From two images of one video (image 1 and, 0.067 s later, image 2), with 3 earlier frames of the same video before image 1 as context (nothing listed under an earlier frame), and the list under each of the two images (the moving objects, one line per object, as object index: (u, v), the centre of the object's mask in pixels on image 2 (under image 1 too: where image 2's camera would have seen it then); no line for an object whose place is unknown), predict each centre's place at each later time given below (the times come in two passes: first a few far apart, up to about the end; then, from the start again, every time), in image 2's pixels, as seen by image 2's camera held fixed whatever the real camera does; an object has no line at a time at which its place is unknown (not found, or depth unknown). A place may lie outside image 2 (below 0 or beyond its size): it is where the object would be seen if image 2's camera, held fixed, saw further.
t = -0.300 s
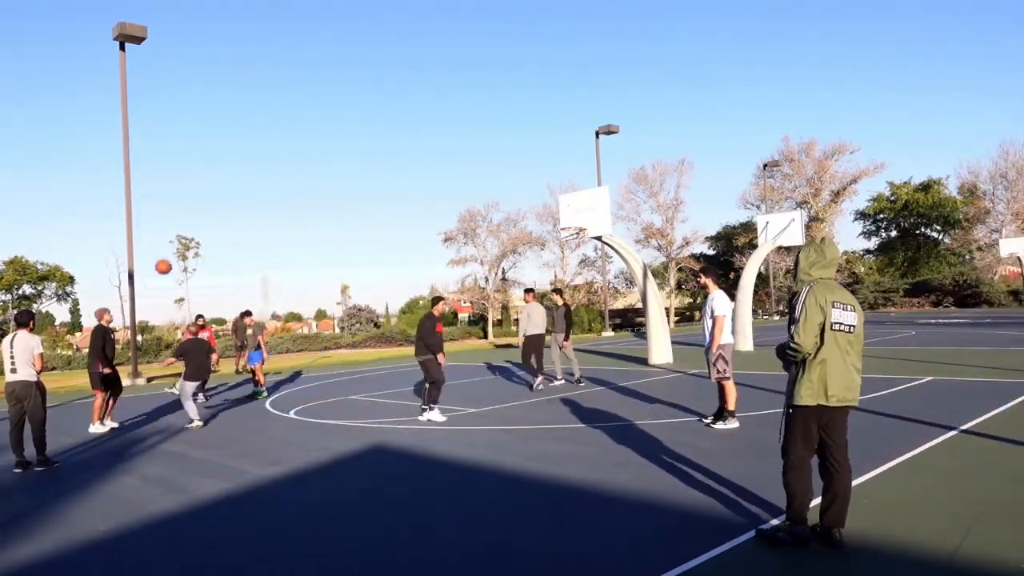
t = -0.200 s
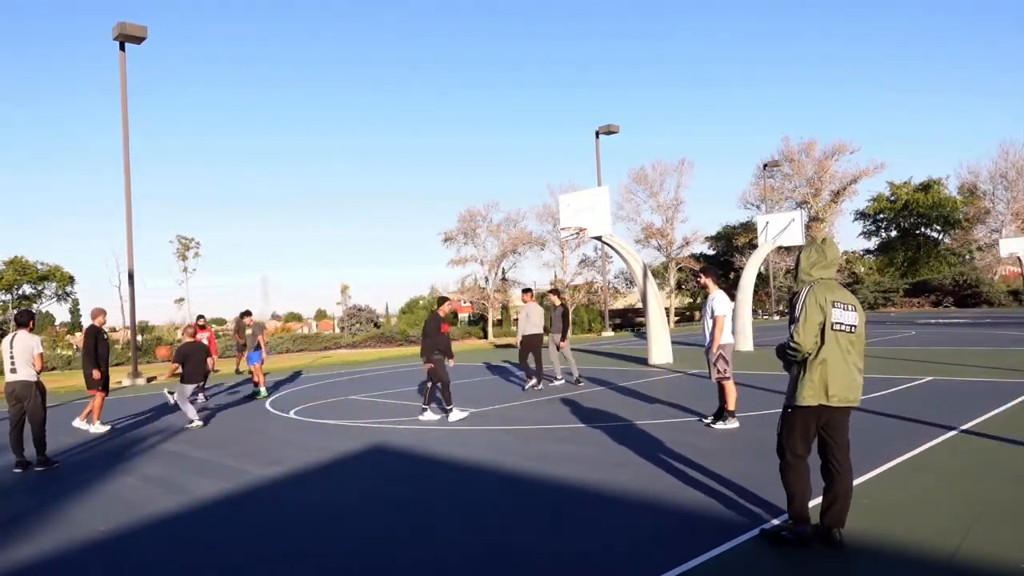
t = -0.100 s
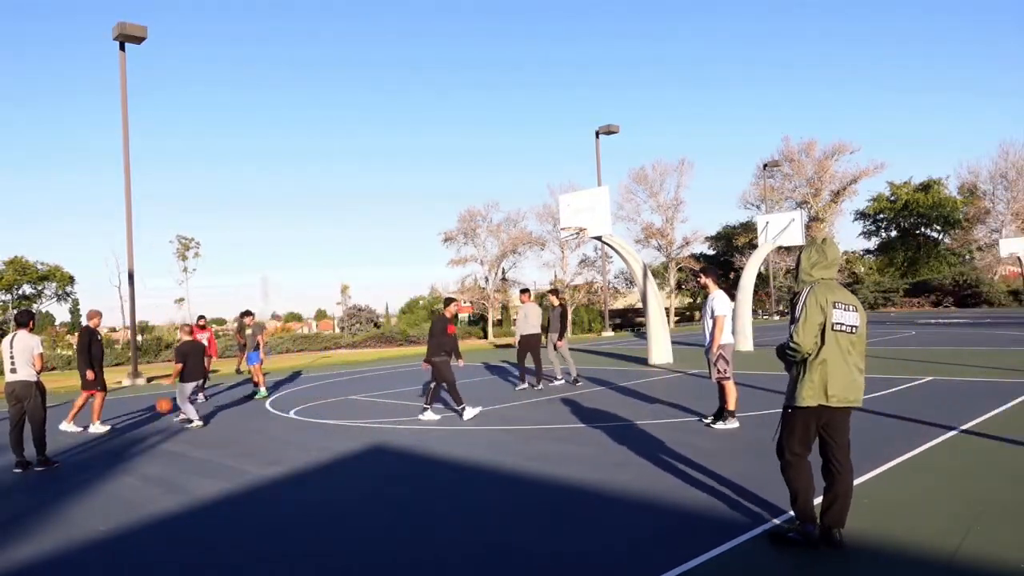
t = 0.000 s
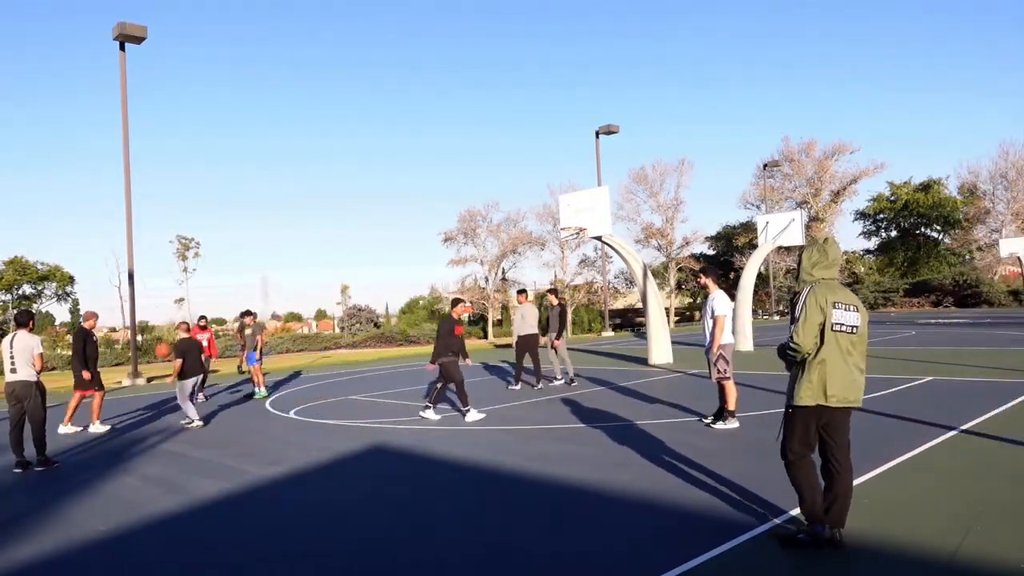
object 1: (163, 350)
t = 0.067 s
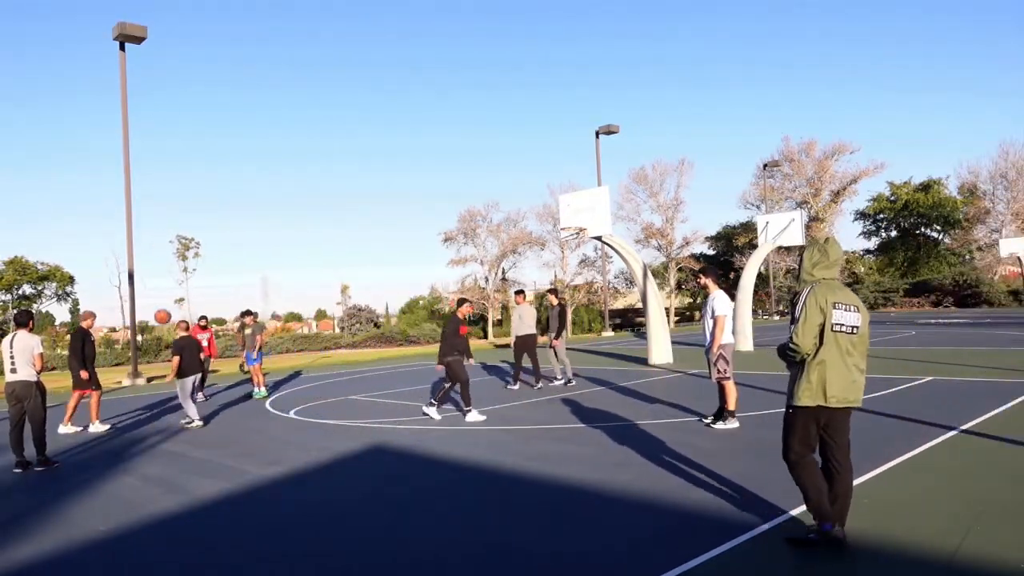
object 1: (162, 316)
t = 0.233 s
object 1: (161, 245)
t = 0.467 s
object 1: (161, 174)
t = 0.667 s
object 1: (161, 140)
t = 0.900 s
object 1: (162, 133)
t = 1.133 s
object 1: (165, 162)
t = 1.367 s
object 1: (170, 228)
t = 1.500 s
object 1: (173, 283)
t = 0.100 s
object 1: (162, 301)
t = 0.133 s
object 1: (162, 286)
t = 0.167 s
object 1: (162, 271)
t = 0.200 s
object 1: (162, 258)
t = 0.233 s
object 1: (161, 245)
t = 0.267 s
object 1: (161, 233)
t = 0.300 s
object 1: (161, 221)
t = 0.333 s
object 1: (161, 210)
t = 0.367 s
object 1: (161, 200)
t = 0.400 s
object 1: (161, 191)
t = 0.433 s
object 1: (161, 182)
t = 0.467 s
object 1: (161, 174)
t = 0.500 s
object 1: (161, 166)
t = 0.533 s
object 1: (161, 160)
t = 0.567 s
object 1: (161, 154)
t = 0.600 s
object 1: (161, 148)
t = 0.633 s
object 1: (161, 144)
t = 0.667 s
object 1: (161, 140)
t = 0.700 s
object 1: (161, 137)
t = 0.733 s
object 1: (161, 134)
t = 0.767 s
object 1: (162, 133)
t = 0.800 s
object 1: (162, 132)
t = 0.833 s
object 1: (162, 131)
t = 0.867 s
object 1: (162, 132)
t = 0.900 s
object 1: (162, 133)
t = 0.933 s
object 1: (163, 135)
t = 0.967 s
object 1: (163, 138)
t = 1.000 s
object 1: (163, 141)
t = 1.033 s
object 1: (164, 145)
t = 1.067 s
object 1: (164, 150)
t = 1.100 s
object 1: (165, 156)
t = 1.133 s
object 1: (165, 162)
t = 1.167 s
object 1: (166, 169)
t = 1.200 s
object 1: (166, 177)
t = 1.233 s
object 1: (167, 186)
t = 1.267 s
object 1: (168, 195)
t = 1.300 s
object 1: (168, 205)
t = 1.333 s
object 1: (169, 216)
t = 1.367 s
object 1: (170, 228)
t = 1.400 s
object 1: (170, 241)
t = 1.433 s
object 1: (171, 254)
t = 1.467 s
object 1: (172, 268)
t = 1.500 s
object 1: (173, 283)
